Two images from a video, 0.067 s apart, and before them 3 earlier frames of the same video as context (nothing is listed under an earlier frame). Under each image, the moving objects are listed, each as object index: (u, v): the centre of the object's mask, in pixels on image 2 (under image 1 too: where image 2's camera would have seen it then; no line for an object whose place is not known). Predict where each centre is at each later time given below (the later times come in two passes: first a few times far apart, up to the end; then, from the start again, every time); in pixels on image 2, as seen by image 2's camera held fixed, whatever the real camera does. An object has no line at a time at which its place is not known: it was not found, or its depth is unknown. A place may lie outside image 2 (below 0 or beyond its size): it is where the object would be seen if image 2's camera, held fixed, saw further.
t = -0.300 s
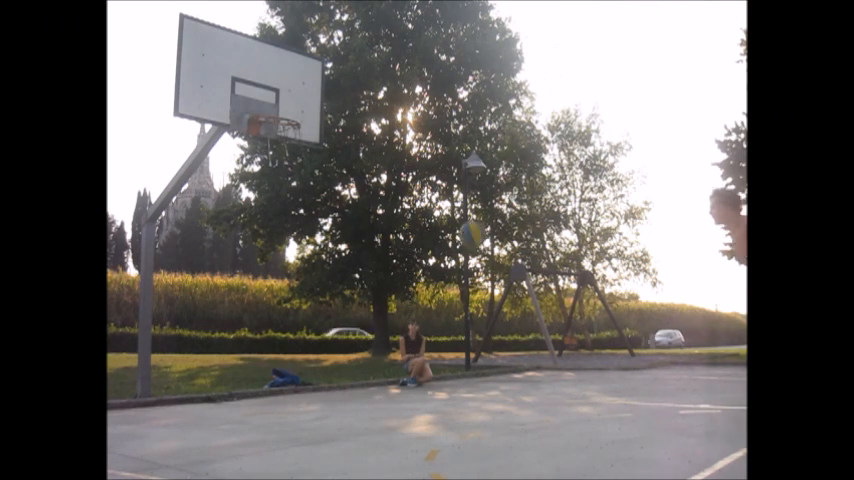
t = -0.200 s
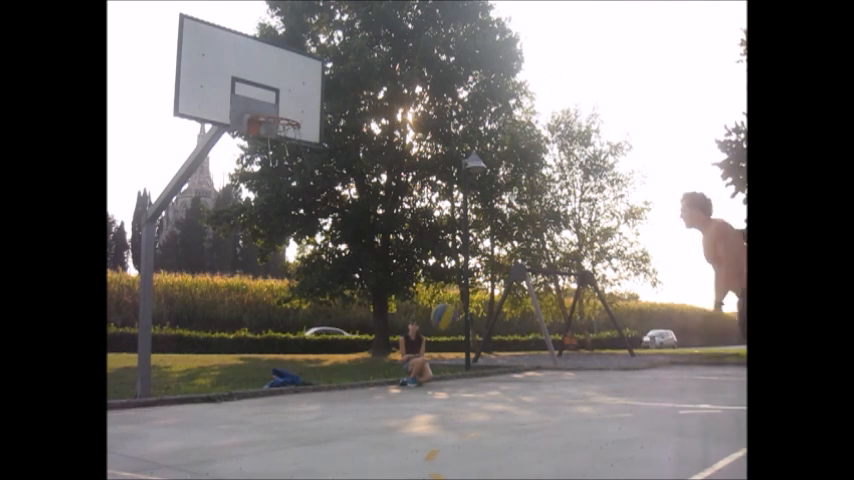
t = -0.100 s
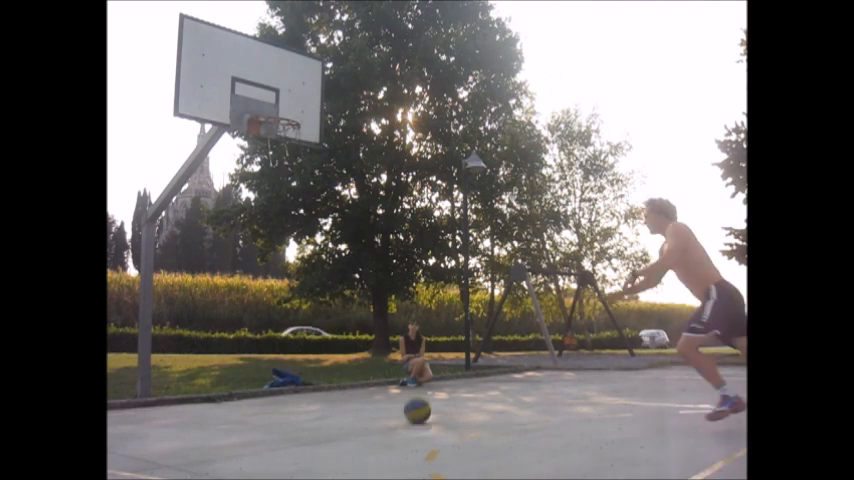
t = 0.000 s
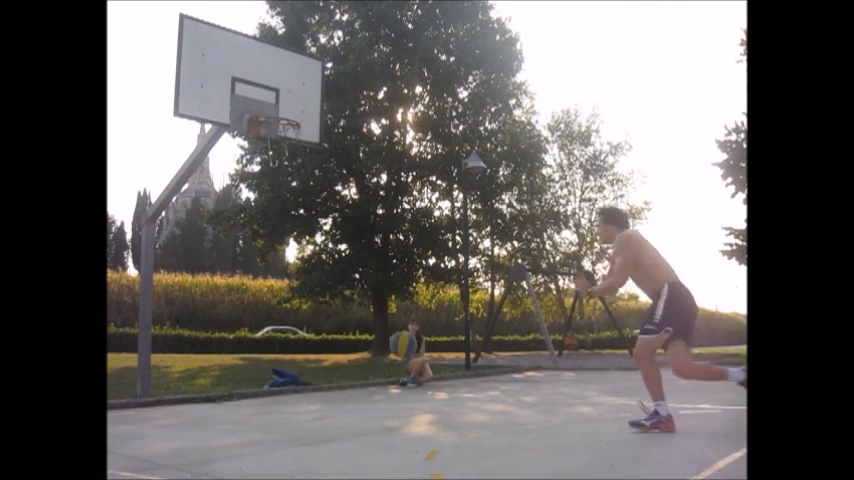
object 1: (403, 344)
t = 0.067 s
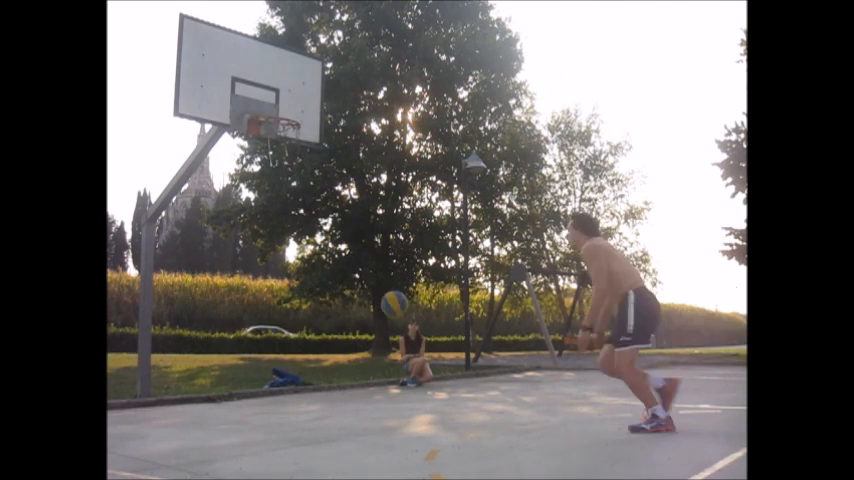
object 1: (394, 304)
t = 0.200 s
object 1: (378, 242)
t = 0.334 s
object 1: (363, 203)
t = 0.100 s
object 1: (390, 286)
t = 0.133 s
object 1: (386, 270)
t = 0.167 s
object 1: (382, 255)
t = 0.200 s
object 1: (378, 242)
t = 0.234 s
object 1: (374, 230)
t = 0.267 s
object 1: (370, 220)
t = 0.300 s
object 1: (366, 211)
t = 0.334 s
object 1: (363, 203)
